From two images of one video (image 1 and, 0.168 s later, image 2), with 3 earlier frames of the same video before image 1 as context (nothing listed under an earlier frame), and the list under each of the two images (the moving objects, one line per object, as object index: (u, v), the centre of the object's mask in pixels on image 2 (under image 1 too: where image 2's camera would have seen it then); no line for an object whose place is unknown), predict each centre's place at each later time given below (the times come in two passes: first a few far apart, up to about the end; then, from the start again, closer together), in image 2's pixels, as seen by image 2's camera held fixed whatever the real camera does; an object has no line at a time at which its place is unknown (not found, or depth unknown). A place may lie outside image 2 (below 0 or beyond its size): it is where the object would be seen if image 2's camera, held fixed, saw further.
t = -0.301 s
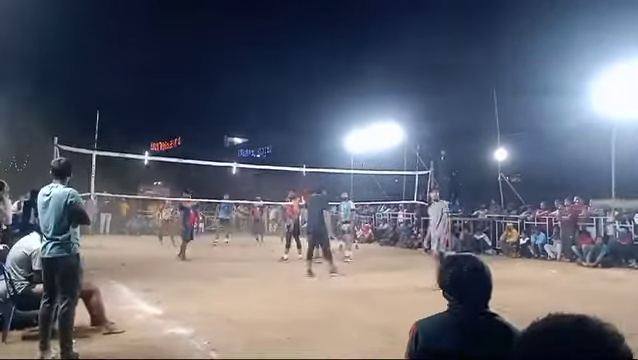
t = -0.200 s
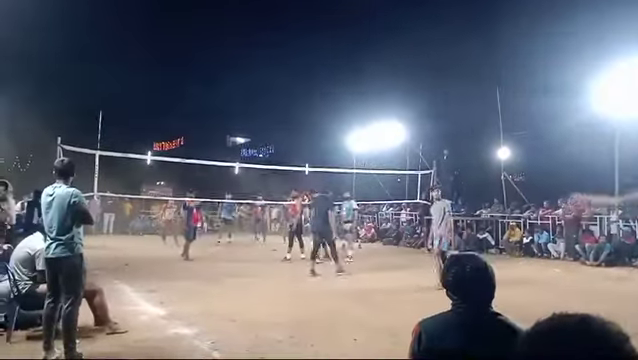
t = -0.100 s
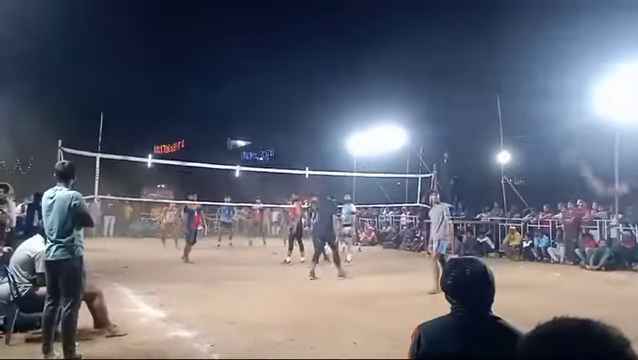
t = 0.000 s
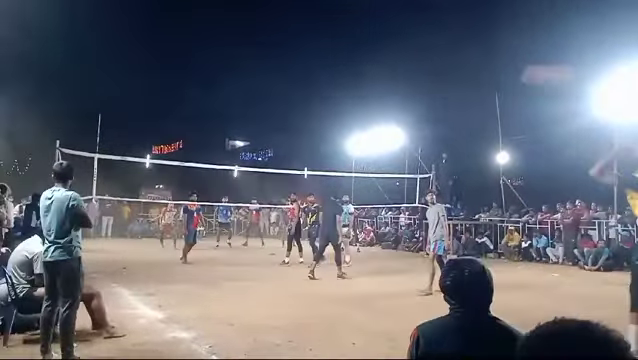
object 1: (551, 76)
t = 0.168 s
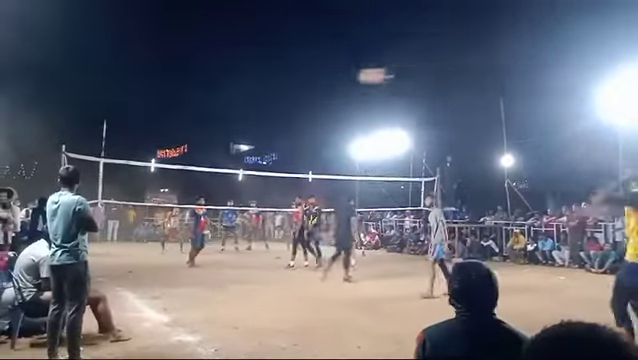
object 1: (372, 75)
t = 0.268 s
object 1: (307, 80)
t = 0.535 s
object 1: (196, 107)
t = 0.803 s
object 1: (129, 149)
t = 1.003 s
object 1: (92, 187)
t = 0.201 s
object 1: (349, 76)
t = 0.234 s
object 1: (326, 78)
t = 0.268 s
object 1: (307, 80)
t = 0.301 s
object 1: (289, 83)
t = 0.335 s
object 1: (273, 86)
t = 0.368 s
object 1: (258, 88)
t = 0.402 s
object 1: (243, 92)
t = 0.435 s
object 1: (231, 95)
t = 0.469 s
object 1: (219, 98)
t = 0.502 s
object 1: (207, 102)
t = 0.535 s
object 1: (196, 107)
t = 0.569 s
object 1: (187, 112)
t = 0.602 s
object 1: (177, 116)
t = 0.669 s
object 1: (160, 127)
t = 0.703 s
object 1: (151, 132)
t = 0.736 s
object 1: (143, 138)
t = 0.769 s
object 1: (136, 143)
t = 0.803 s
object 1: (129, 149)
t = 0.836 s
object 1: (122, 155)
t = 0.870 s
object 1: (112, 165)
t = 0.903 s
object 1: (109, 168)
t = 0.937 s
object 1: (103, 176)
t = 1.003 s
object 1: (92, 187)
